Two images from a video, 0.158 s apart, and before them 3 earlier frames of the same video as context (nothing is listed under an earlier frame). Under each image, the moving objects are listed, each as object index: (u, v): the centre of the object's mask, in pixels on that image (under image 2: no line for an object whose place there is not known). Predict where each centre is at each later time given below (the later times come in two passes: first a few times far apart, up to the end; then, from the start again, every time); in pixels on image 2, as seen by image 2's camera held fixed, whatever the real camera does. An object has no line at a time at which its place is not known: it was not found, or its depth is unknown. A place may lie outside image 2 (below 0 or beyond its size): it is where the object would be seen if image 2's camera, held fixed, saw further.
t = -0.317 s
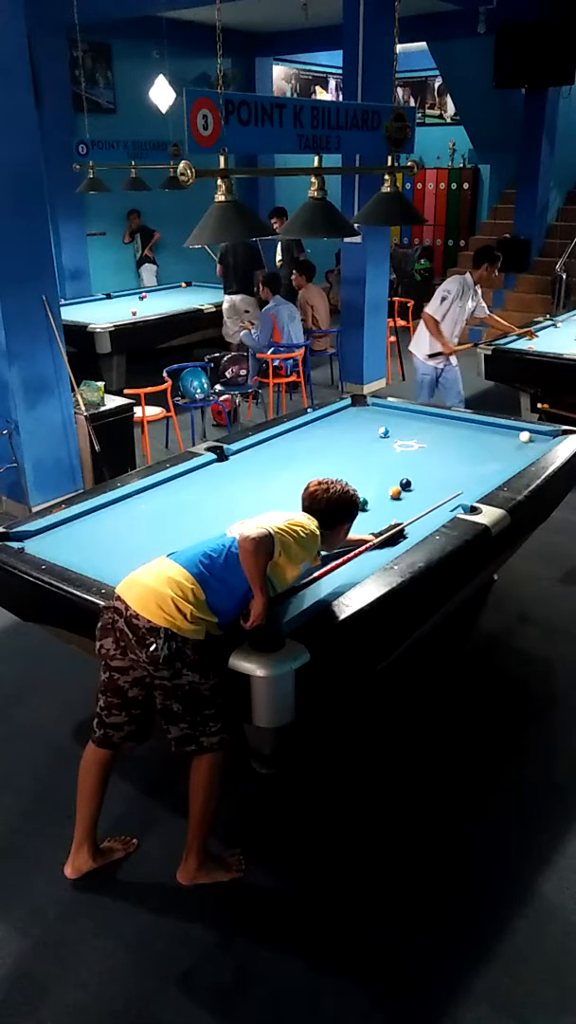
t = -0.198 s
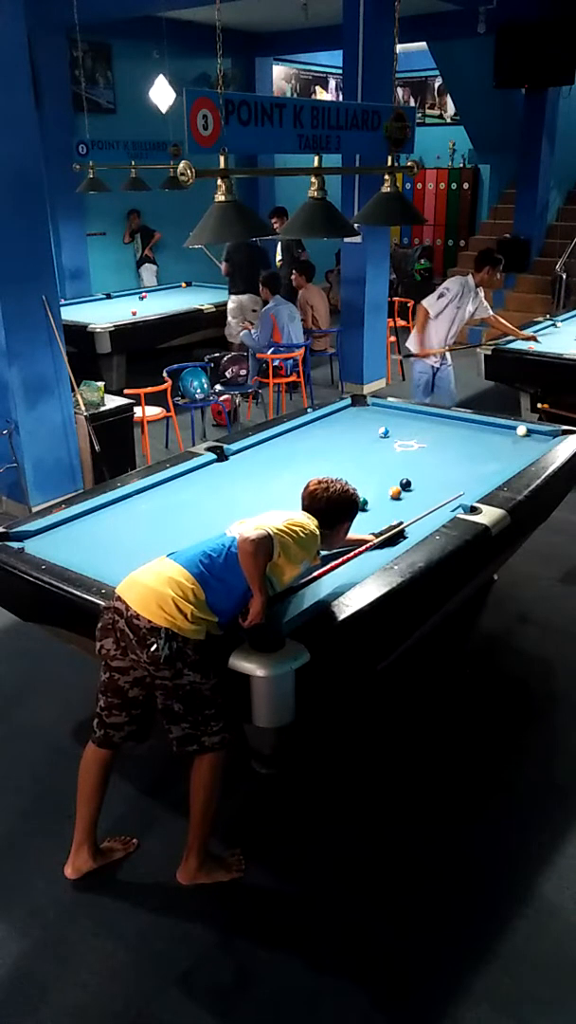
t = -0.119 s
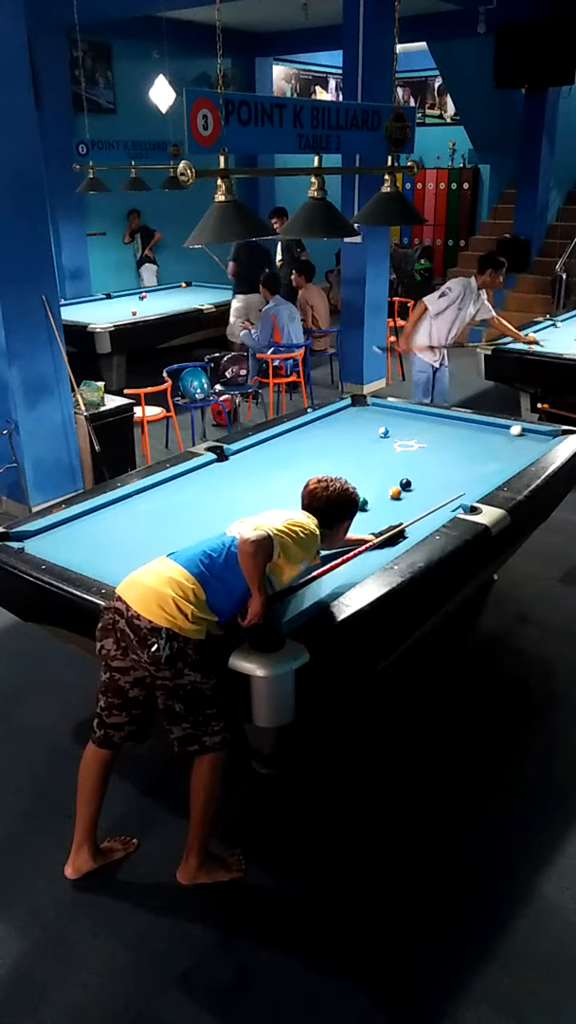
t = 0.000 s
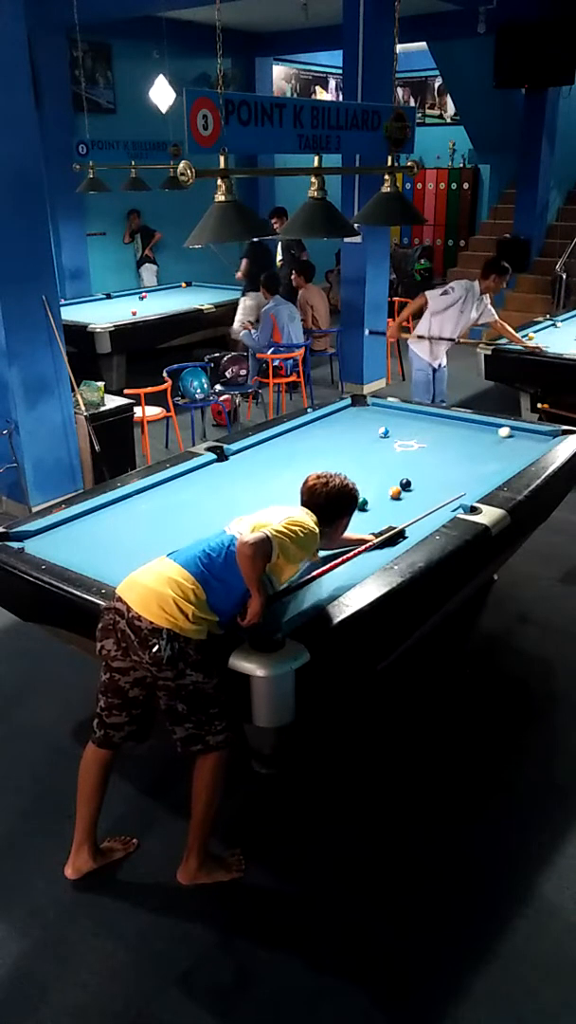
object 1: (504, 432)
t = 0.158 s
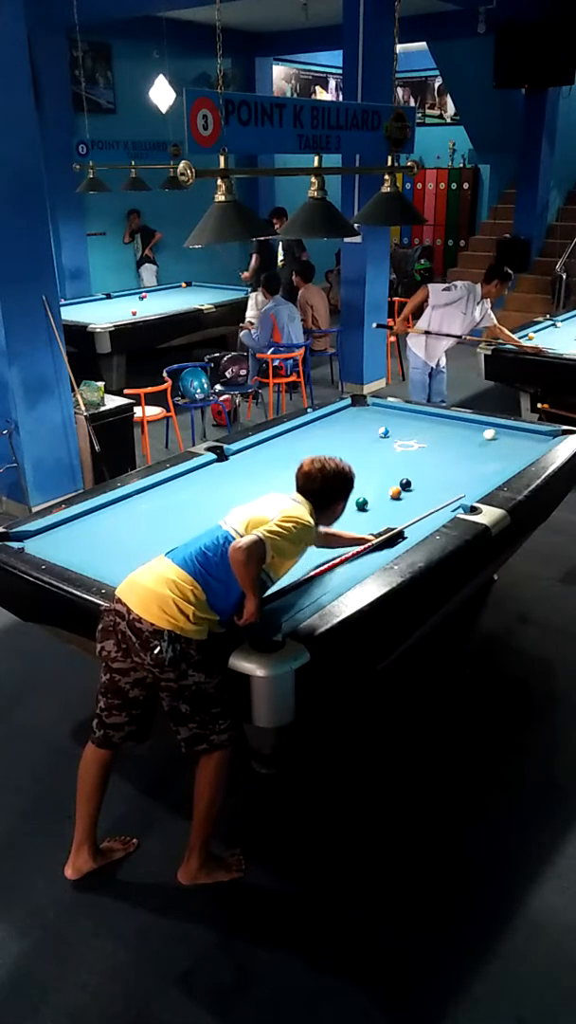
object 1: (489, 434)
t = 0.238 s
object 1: (482, 435)
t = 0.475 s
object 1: (460, 439)
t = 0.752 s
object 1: (434, 442)
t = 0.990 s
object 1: (414, 445)
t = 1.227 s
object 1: (393, 448)
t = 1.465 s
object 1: (373, 451)
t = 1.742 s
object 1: (351, 453)
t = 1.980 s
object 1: (333, 456)
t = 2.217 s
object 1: (315, 458)
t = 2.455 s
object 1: (299, 460)
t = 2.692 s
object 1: (283, 463)
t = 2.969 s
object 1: (266, 465)
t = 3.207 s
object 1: (252, 467)
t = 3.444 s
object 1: (239, 468)
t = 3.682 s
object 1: (228, 469)
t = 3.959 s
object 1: (215, 471)
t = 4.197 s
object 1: (206, 472)
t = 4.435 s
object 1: (197, 473)
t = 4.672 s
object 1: (189, 474)
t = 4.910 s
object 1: (183, 475)
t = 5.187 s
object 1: (182, 476)
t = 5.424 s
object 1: (181, 477)
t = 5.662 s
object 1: (181, 477)
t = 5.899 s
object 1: (181, 477)
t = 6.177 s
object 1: (181, 477)
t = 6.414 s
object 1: (181, 477)
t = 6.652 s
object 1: (181, 477)
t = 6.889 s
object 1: (181, 477)
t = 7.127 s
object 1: (181, 477)
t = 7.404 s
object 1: (181, 477)
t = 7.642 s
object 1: (181, 477)
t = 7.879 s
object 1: (181, 477)
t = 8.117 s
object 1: (181, 477)
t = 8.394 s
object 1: (181, 477)
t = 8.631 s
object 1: (181, 477)
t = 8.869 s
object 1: (181, 477)
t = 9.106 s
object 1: (181, 477)
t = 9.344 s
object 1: (181, 477)
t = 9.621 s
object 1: (181, 477)
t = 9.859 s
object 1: (181, 477)
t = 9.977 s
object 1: (181, 477)
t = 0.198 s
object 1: (486, 435)
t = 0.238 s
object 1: (482, 435)
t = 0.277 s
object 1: (478, 436)
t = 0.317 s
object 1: (474, 436)
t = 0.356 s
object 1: (471, 437)
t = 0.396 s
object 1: (467, 437)
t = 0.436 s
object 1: (463, 438)
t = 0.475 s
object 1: (460, 439)
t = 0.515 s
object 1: (456, 439)
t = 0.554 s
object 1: (452, 440)
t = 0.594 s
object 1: (449, 440)
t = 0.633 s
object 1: (445, 441)
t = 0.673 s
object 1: (442, 441)
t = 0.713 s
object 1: (438, 442)
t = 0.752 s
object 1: (434, 442)
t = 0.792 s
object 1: (431, 442)
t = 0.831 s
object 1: (427, 443)
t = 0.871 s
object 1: (424, 443)
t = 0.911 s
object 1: (420, 444)
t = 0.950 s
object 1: (418, 445)
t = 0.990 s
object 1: (414, 445)
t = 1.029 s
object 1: (410, 446)
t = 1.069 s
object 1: (408, 446)
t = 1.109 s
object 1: (402, 447)
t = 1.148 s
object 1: (400, 447)
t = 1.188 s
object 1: (396, 447)
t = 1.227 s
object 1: (393, 448)
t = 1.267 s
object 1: (390, 448)
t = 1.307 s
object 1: (386, 449)
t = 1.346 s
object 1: (383, 450)
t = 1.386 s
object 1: (380, 450)
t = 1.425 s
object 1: (377, 450)
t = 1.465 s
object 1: (373, 451)
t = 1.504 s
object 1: (370, 451)
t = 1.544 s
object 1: (367, 452)
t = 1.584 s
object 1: (364, 452)
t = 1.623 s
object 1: (361, 452)
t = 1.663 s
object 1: (357, 453)
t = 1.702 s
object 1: (354, 453)
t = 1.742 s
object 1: (351, 453)
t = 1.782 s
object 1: (348, 454)
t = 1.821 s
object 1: (345, 454)
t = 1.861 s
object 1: (342, 455)
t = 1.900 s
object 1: (339, 455)
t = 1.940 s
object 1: (336, 456)
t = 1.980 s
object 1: (333, 456)
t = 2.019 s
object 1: (330, 456)
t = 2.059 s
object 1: (327, 457)
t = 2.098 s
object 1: (324, 457)
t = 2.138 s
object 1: (321, 457)
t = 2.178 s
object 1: (318, 458)
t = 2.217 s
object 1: (315, 458)
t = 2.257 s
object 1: (312, 458)
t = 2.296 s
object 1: (310, 459)
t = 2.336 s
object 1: (307, 459)
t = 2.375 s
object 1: (304, 459)
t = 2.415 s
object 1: (302, 460)
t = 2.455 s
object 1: (299, 460)
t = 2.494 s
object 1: (296, 461)
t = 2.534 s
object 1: (293, 461)
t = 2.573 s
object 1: (291, 461)
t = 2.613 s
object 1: (288, 462)
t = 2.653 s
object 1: (286, 462)
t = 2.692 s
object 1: (283, 463)
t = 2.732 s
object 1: (280, 463)
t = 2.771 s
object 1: (278, 463)
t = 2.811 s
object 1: (276, 464)
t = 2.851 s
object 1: (273, 464)
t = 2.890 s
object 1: (271, 464)
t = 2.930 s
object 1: (268, 464)
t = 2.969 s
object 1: (266, 465)
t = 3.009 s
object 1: (264, 465)
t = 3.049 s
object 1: (261, 465)
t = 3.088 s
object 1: (259, 466)
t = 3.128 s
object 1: (257, 466)
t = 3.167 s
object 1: (254, 466)
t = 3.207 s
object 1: (252, 467)
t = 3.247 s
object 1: (250, 467)
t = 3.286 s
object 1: (248, 467)
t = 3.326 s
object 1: (246, 467)
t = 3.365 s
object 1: (244, 467)
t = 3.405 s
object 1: (241, 468)
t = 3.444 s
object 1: (239, 468)
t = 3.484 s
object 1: (237, 468)
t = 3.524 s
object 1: (235, 468)
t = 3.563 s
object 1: (234, 469)
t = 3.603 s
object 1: (232, 469)
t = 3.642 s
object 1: (230, 469)
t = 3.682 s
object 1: (228, 469)
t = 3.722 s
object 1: (226, 470)
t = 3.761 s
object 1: (224, 470)
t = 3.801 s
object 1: (222, 470)
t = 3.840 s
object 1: (221, 470)
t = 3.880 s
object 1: (219, 470)
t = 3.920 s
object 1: (217, 471)
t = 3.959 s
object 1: (215, 471)
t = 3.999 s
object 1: (214, 471)
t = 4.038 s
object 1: (212, 471)
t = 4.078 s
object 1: (211, 472)
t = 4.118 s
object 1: (209, 472)
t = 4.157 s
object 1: (207, 472)
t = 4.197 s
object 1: (206, 472)
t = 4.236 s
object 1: (204, 473)
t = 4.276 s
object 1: (203, 473)
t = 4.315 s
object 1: (201, 473)
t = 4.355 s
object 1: (200, 473)
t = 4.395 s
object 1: (198, 473)
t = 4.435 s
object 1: (197, 473)
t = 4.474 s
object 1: (196, 473)
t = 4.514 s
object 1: (194, 474)
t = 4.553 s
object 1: (193, 474)
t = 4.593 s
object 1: (192, 474)
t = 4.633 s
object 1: (191, 474)
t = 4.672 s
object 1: (189, 474)
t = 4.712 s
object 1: (188, 474)
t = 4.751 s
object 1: (187, 475)
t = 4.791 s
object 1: (186, 475)
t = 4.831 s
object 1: (185, 475)
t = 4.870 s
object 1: (184, 475)
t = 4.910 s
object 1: (183, 475)
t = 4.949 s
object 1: (183, 475)
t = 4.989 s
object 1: (182, 475)
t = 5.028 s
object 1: (182, 475)
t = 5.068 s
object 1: (182, 476)
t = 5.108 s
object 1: (182, 476)
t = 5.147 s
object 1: (182, 476)
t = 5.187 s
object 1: (182, 476)
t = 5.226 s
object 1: (182, 476)
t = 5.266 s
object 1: (182, 476)
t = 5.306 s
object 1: (181, 476)
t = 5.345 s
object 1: (181, 477)
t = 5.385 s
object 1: (181, 477)
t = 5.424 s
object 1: (181, 477)
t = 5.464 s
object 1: (181, 477)
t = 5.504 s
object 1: (181, 477)
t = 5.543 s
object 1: (181, 477)
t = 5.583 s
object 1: (181, 477)
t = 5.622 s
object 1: (181, 477)
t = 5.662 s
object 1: (181, 477)
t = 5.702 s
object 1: (181, 477)
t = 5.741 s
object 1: (181, 477)
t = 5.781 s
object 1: (181, 477)
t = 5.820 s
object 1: (181, 477)
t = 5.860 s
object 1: (181, 477)
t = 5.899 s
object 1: (181, 477)
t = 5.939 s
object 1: (181, 477)
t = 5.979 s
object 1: (181, 477)
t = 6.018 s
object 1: (181, 477)
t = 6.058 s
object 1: (181, 477)
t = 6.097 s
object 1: (181, 477)
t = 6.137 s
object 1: (181, 477)
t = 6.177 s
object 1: (181, 477)
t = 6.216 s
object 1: (181, 477)
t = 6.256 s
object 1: (181, 477)
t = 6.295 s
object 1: (181, 477)
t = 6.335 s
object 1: (181, 477)
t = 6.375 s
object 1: (181, 477)
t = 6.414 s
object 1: (181, 477)
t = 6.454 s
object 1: (181, 477)
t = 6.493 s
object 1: (181, 477)
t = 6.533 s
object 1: (181, 477)
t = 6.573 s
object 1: (181, 477)
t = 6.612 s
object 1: (181, 477)
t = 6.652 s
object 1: (181, 477)
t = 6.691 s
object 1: (181, 477)
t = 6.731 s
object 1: (181, 477)
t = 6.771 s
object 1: (181, 477)
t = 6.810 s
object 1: (181, 477)
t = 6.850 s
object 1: (181, 477)
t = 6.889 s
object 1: (181, 477)
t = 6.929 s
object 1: (181, 477)
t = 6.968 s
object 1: (181, 477)
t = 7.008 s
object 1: (181, 477)
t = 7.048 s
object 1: (181, 477)
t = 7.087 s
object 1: (181, 477)
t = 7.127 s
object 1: (181, 477)
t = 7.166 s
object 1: (181, 477)
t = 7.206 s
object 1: (181, 477)
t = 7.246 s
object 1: (181, 477)
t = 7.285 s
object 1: (181, 477)
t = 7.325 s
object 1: (181, 477)
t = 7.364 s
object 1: (181, 477)
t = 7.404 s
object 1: (181, 477)
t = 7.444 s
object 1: (181, 477)
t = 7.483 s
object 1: (181, 477)
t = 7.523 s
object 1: (181, 477)
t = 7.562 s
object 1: (181, 477)
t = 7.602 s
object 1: (181, 477)
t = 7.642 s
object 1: (181, 477)
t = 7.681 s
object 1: (181, 477)
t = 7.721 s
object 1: (181, 477)
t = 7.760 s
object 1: (181, 477)
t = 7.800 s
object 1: (181, 477)
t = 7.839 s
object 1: (181, 477)
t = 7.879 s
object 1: (181, 477)
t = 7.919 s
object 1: (181, 477)
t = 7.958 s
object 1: (181, 477)
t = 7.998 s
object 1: (181, 477)
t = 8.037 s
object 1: (181, 477)
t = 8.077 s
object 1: (181, 477)
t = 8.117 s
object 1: (181, 477)
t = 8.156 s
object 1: (181, 477)
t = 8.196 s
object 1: (181, 477)
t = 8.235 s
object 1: (181, 477)
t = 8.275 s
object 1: (181, 477)
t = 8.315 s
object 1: (181, 477)
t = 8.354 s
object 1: (181, 477)
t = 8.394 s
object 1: (181, 477)
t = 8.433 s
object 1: (181, 477)
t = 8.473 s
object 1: (181, 477)
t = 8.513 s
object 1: (181, 477)
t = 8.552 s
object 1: (181, 477)
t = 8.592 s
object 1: (181, 477)
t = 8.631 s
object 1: (181, 477)
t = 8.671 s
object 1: (181, 477)
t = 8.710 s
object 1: (181, 477)
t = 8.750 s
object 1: (181, 477)
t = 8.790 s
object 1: (181, 477)
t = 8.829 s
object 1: (181, 477)
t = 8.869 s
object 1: (181, 477)
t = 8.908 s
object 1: (181, 477)
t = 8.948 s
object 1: (181, 477)
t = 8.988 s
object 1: (181, 477)
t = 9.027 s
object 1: (181, 477)
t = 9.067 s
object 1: (181, 477)
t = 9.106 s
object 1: (181, 477)
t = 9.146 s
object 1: (181, 477)
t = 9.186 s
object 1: (181, 477)
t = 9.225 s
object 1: (181, 477)
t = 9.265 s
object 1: (181, 477)
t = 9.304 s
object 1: (181, 477)
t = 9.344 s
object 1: (181, 477)
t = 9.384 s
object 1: (181, 477)
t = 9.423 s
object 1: (181, 477)
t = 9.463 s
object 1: (181, 477)
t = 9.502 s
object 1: (181, 477)
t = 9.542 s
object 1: (181, 477)
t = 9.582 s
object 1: (181, 477)
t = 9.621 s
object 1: (181, 477)
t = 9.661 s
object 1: (181, 477)
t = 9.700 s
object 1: (181, 477)
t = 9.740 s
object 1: (181, 477)
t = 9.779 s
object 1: (181, 477)
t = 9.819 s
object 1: (181, 477)
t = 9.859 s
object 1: (181, 477)
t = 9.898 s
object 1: (181, 477)
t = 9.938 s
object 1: (181, 477)
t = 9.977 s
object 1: (181, 477)
